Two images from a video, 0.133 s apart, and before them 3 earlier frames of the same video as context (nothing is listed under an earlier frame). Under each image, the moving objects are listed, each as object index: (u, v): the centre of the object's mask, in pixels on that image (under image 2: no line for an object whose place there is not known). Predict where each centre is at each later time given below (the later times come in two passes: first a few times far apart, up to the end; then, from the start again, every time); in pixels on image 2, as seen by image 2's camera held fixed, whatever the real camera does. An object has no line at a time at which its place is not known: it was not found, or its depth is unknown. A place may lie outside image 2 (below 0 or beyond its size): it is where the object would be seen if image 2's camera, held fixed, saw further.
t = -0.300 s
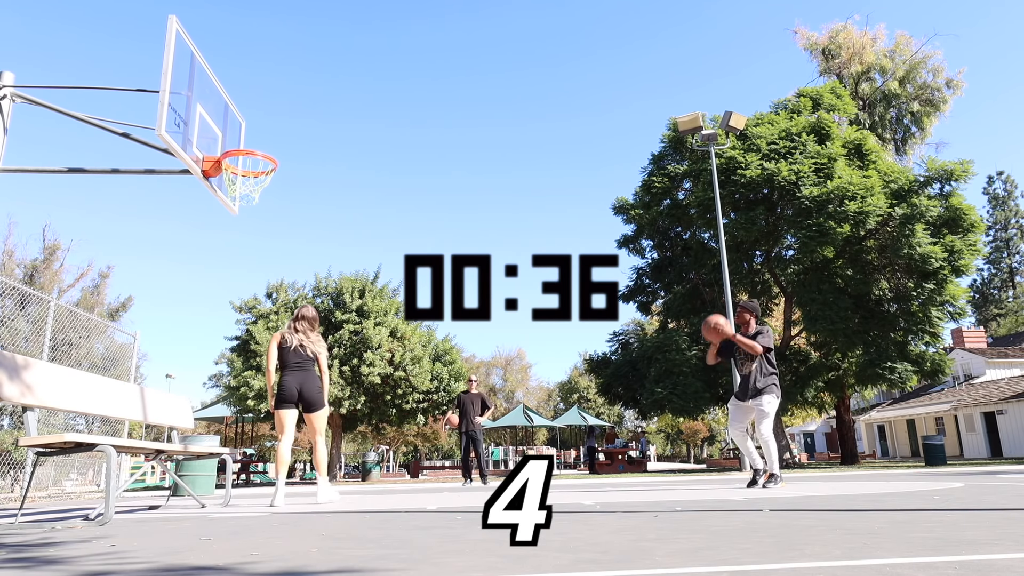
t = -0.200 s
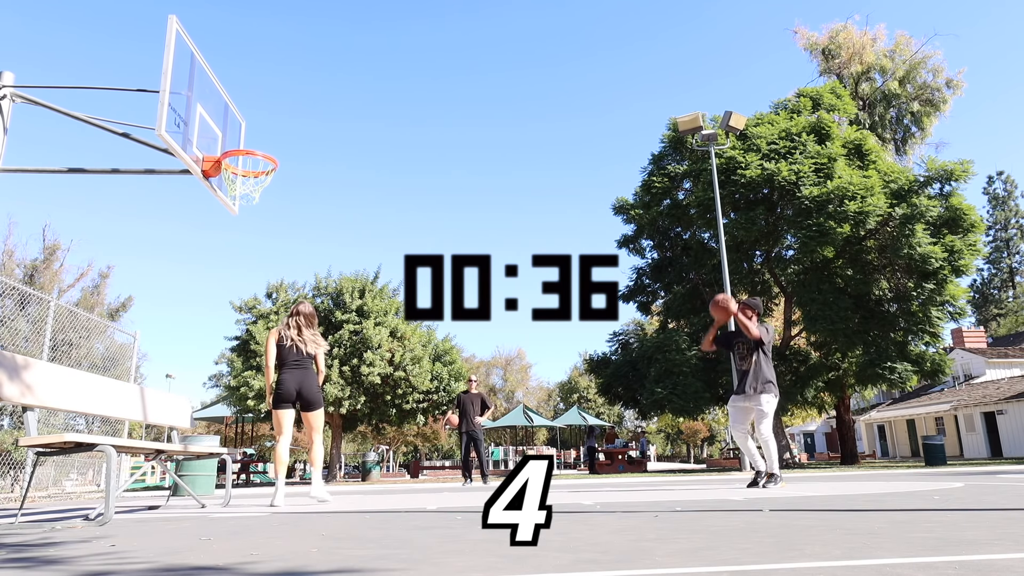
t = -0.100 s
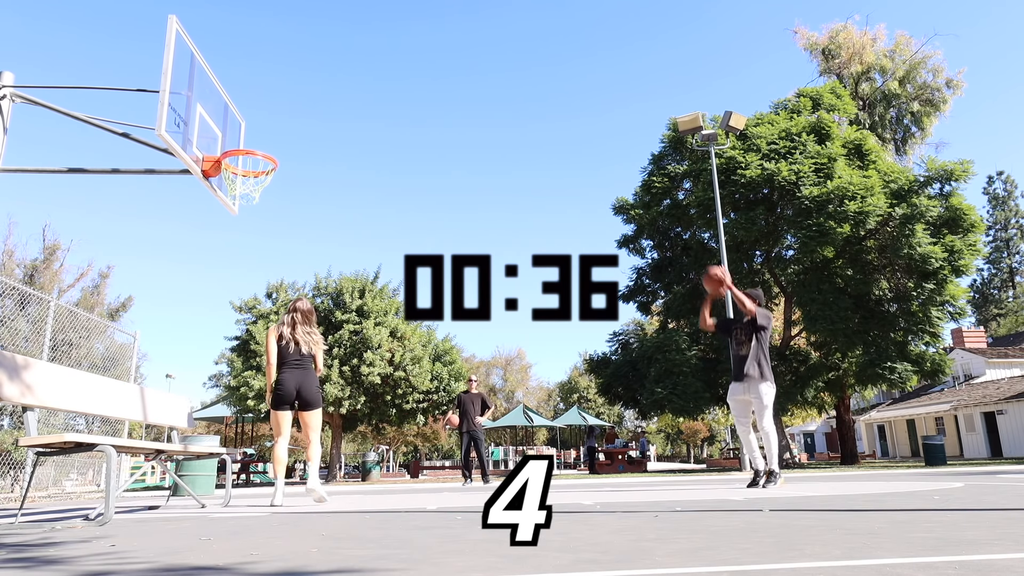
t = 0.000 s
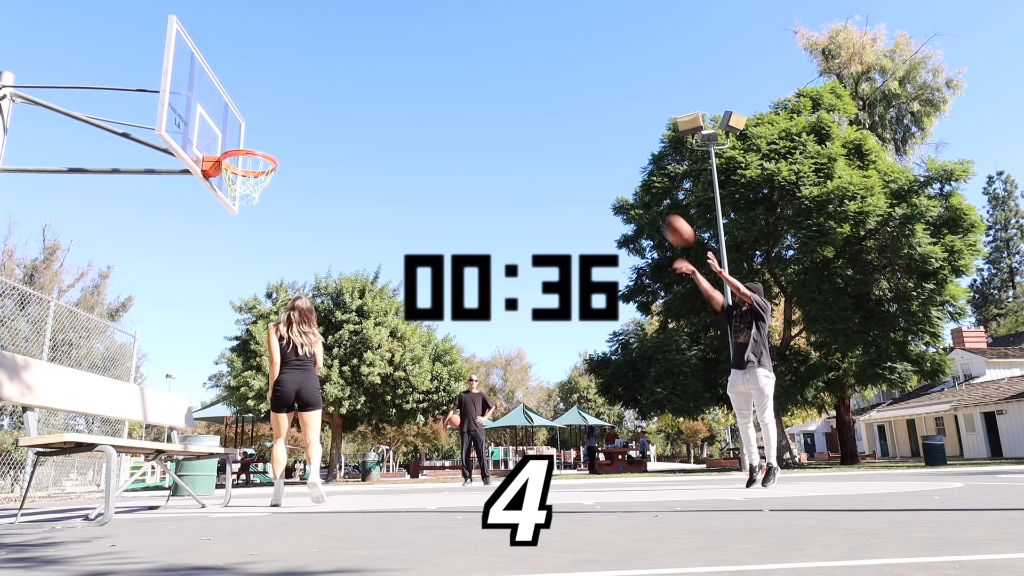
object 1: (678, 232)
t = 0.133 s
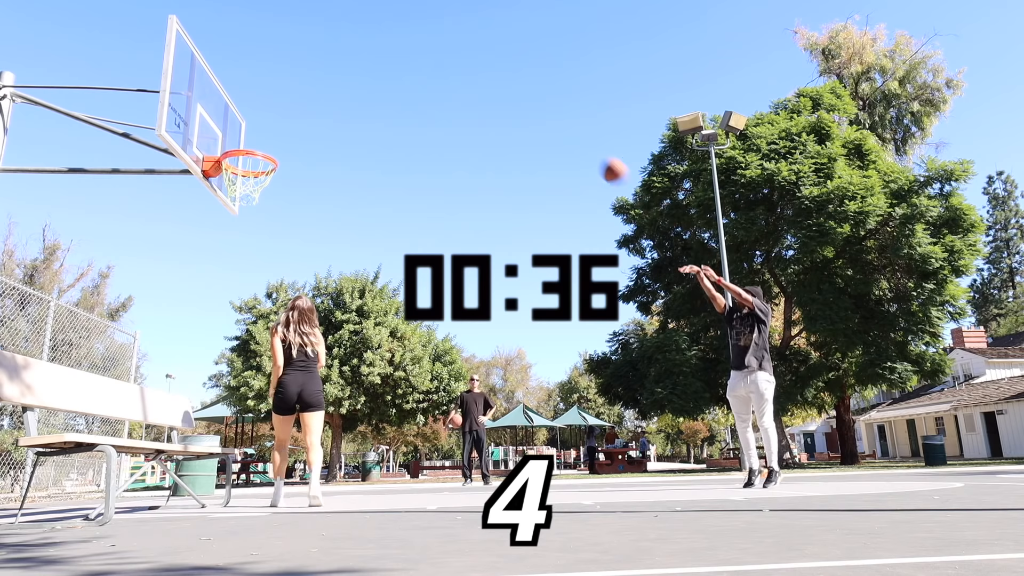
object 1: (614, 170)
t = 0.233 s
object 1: (568, 138)
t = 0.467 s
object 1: (463, 96)
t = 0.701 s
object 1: (356, 104)
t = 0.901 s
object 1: (262, 145)
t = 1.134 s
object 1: (262, 150)
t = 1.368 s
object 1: (280, 146)
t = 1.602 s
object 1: (309, 173)
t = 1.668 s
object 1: (318, 189)
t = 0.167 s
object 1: (599, 158)
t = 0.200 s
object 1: (583, 147)
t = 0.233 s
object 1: (568, 138)
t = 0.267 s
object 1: (553, 129)
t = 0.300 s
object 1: (538, 121)
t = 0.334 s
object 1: (523, 114)
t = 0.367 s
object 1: (507, 108)
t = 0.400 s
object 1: (493, 103)
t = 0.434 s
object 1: (478, 99)
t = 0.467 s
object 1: (463, 96)
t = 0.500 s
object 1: (448, 94)
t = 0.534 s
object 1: (433, 94)
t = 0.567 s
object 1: (418, 94)
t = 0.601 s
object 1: (403, 94)
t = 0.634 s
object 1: (388, 96)
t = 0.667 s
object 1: (372, 100)
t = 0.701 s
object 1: (356, 104)
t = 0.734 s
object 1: (341, 109)
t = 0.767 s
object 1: (325, 115)
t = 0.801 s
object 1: (309, 123)
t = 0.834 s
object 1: (293, 131)
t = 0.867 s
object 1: (276, 141)
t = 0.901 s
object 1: (262, 145)
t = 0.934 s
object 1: (251, 146)
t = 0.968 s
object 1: (238, 156)
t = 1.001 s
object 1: (238, 158)
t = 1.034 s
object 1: (247, 158)
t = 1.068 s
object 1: (251, 162)
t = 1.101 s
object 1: (258, 158)
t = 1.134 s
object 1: (262, 150)
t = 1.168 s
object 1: (265, 146)
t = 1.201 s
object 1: (268, 144)
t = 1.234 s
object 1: (270, 143)
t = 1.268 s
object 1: (273, 142)
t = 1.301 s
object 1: (275, 143)
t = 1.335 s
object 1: (278, 144)
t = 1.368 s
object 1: (280, 146)
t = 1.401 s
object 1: (283, 149)
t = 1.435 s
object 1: (286, 152)
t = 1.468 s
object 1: (291, 154)
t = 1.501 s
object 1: (296, 157)
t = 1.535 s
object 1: (300, 162)
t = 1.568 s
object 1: (305, 167)
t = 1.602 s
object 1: (309, 173)
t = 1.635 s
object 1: (314, 181)
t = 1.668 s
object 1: (318, 189)
